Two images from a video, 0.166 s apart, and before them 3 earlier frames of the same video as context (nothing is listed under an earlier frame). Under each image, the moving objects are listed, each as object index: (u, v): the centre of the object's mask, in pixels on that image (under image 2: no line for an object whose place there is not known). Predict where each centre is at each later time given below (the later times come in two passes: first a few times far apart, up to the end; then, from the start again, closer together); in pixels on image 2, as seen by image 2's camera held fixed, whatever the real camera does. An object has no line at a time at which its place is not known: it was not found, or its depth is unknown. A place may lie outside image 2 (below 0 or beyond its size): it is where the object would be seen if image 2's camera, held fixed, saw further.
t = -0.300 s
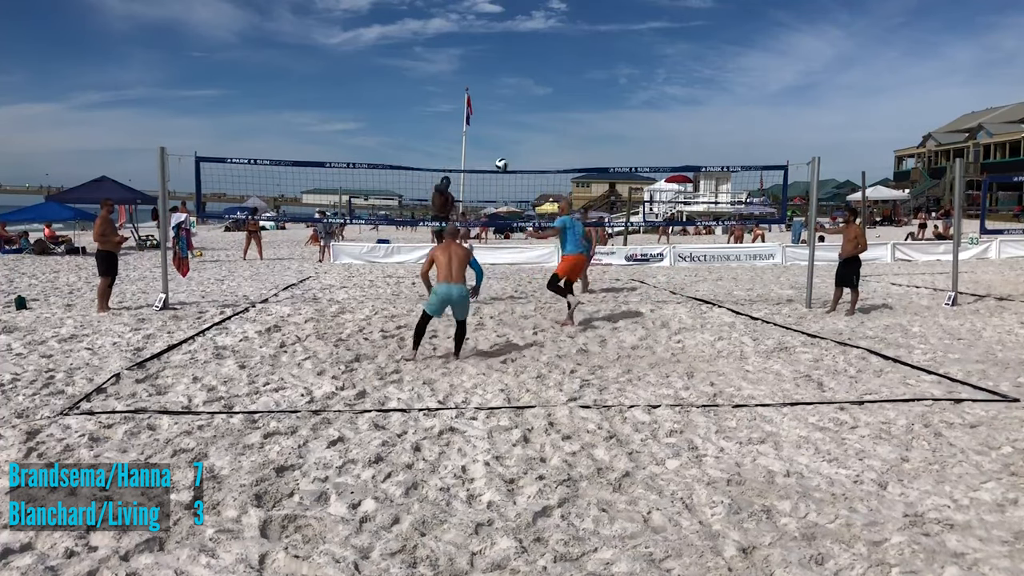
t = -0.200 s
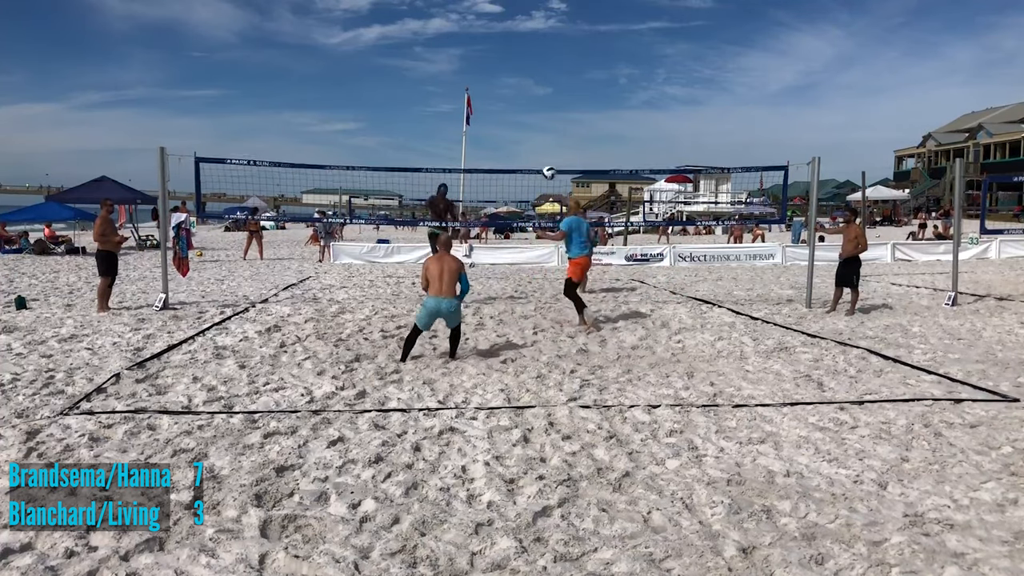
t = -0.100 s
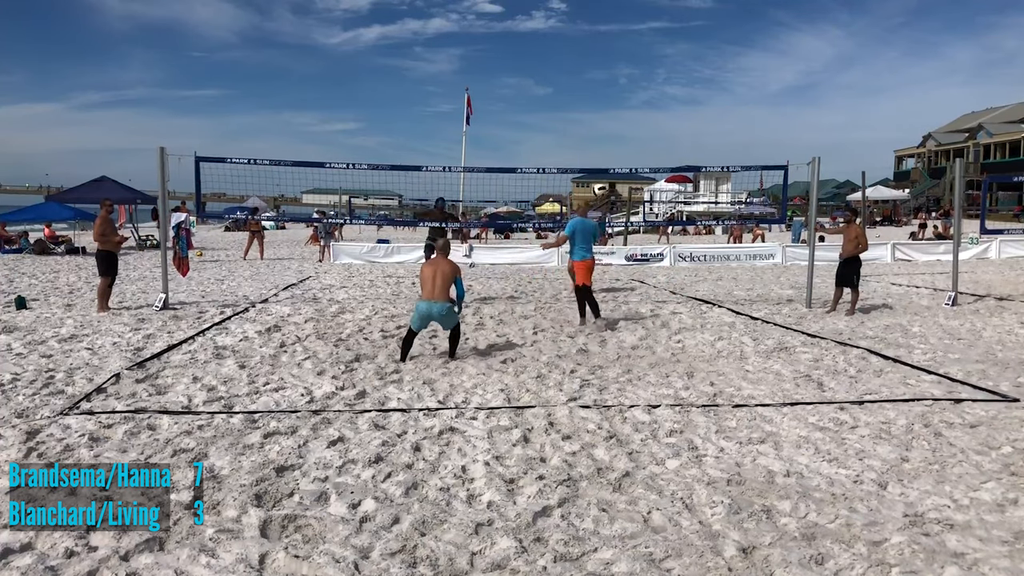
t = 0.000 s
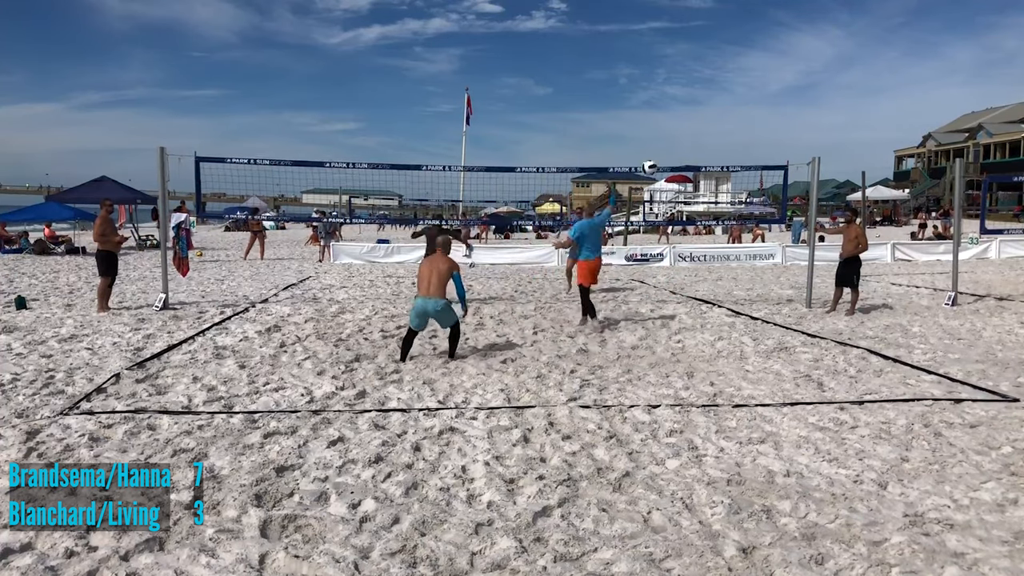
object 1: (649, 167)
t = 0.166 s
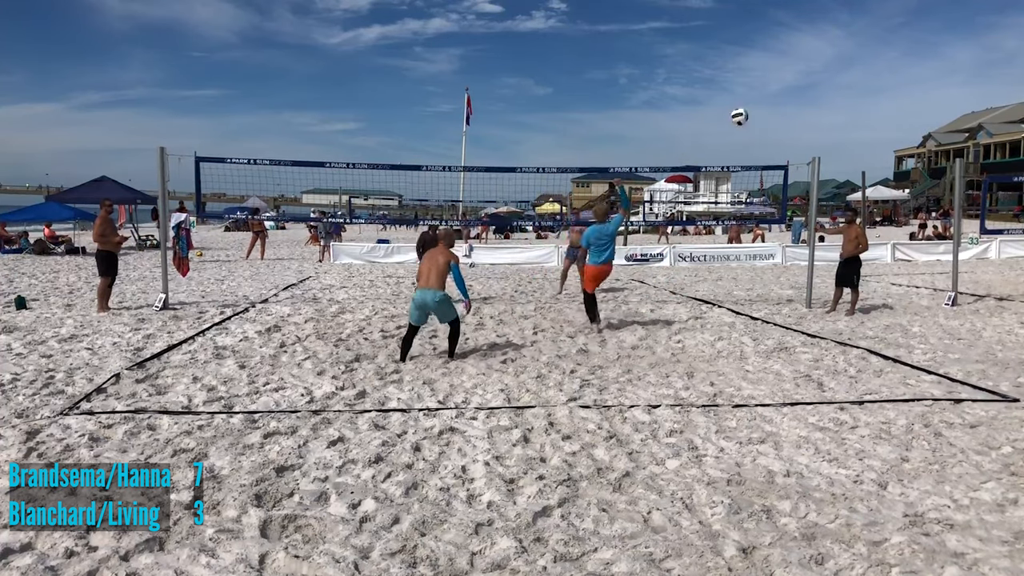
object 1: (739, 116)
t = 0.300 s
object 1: (820, 90)
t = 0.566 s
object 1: (1013, 84)
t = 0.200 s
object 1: (759, 108)
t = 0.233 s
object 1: (778, 101)
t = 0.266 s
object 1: (800, 95)
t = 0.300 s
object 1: (820, 90)
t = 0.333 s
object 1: (842, 85)
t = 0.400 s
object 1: (887, 79)
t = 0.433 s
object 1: (911, 78)
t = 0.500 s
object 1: (961, 79)
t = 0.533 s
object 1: (987, 81)
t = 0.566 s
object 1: (1013, 84)
